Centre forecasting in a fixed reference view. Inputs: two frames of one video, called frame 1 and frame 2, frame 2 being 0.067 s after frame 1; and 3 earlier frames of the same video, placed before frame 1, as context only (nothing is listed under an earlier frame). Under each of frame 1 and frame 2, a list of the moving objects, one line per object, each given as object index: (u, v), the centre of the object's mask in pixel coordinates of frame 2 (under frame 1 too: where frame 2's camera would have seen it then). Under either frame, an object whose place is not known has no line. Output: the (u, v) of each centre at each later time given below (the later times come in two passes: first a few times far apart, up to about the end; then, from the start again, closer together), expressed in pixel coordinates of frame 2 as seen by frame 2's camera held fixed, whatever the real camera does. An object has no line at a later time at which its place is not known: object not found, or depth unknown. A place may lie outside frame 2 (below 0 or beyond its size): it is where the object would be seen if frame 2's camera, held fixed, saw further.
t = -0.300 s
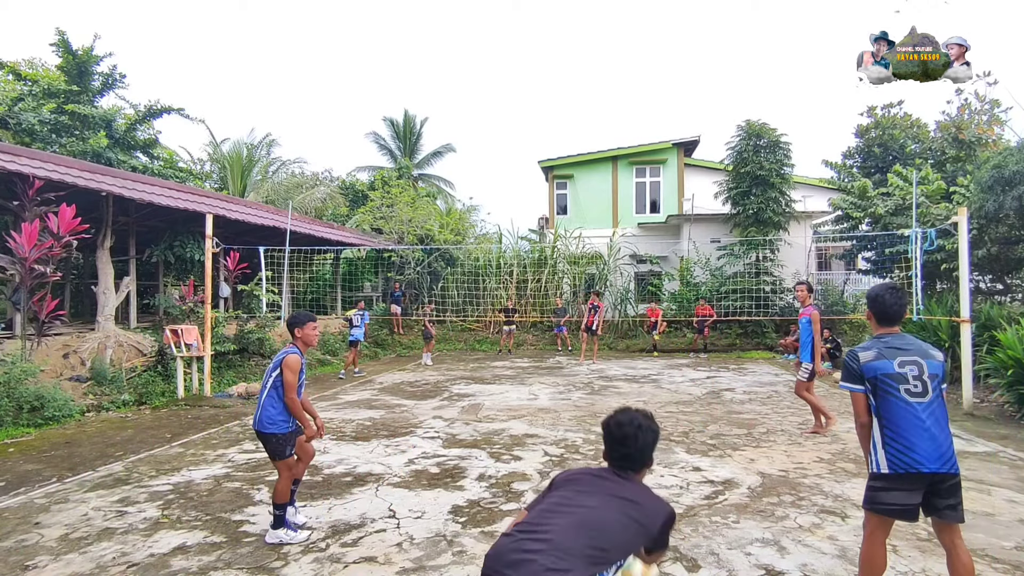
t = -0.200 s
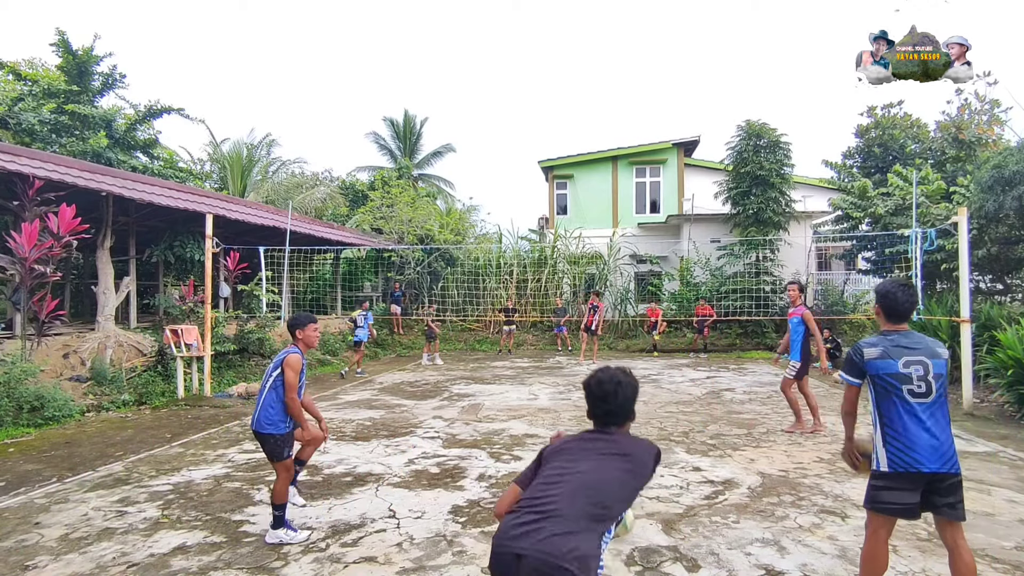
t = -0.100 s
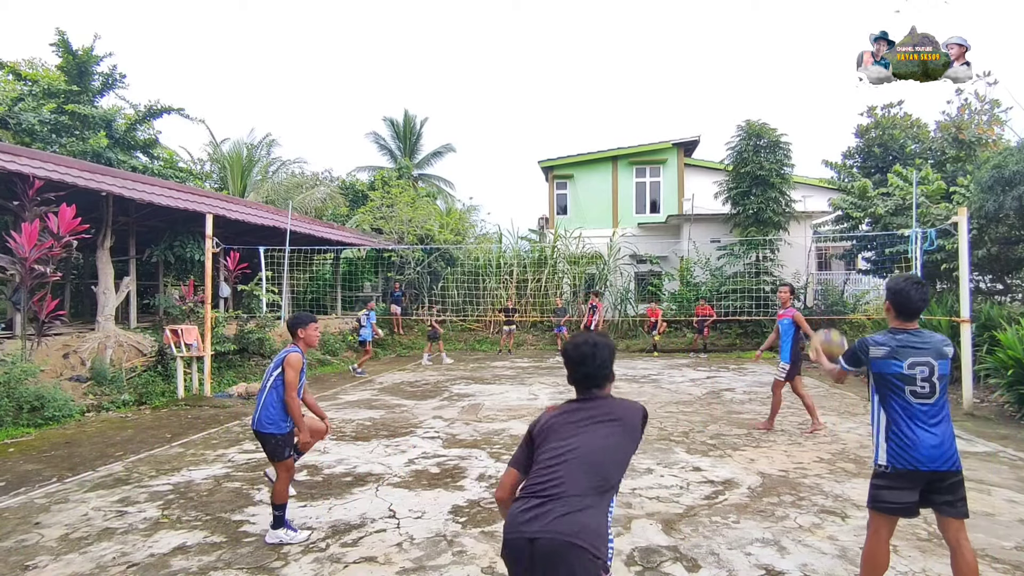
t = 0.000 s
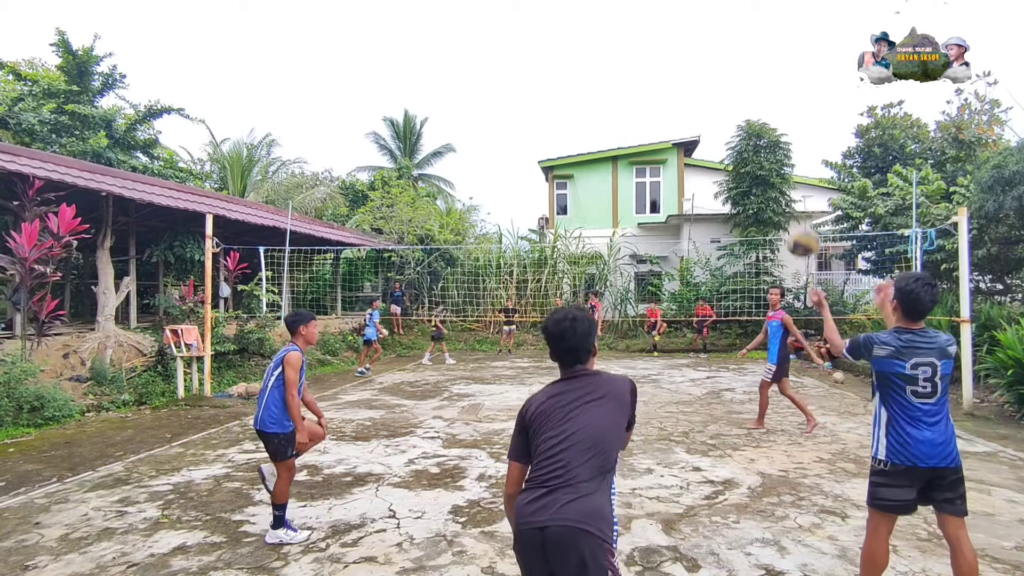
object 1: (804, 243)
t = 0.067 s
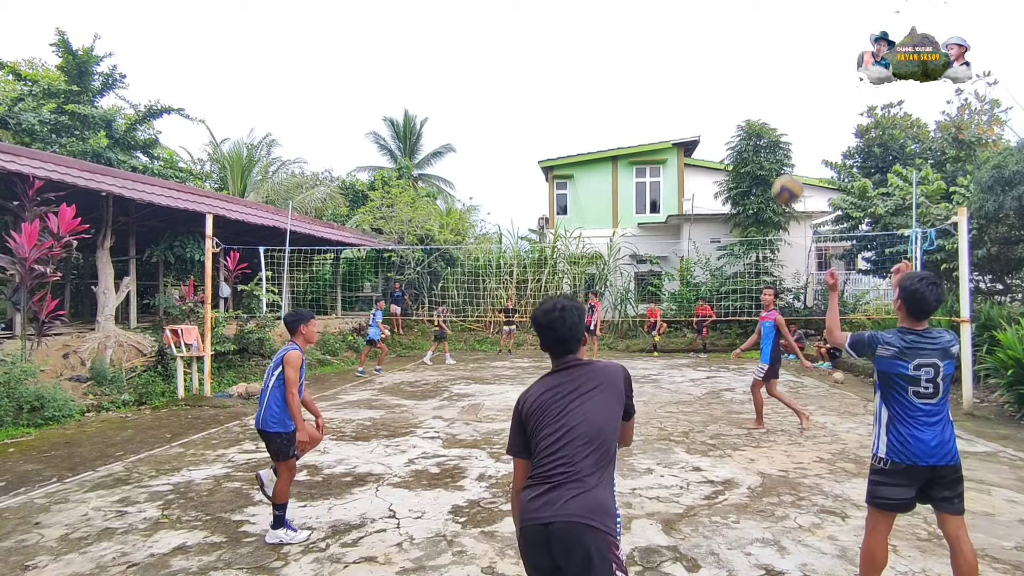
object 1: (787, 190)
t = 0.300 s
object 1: (746, 82)
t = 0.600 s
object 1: (713, 59)
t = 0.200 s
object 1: (762, 116)
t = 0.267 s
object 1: (751, 91)
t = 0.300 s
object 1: (746, 82)
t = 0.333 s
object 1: (742, 73)
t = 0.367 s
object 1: (737, 67)
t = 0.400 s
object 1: (733, 62)
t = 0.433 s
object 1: (729, 59)
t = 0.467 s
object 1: (725, 56)
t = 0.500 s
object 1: (722, 56)
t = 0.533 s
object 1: (719, 56)
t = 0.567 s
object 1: (716, 57)
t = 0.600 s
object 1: (713, 59)
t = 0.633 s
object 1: (710, 63)
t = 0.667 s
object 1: (707, 67)
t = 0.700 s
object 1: (704, 72)
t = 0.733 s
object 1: (702, 79)
